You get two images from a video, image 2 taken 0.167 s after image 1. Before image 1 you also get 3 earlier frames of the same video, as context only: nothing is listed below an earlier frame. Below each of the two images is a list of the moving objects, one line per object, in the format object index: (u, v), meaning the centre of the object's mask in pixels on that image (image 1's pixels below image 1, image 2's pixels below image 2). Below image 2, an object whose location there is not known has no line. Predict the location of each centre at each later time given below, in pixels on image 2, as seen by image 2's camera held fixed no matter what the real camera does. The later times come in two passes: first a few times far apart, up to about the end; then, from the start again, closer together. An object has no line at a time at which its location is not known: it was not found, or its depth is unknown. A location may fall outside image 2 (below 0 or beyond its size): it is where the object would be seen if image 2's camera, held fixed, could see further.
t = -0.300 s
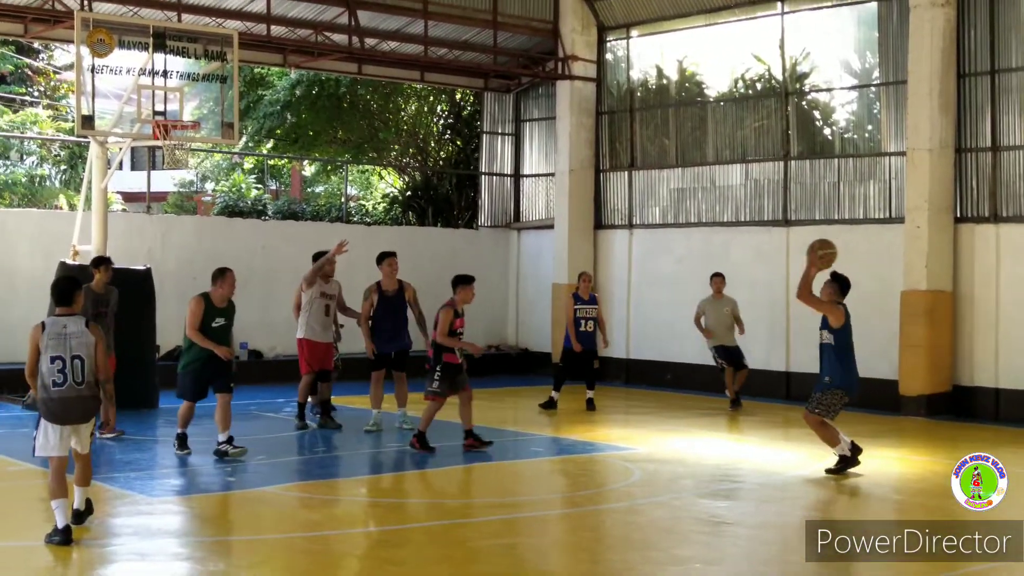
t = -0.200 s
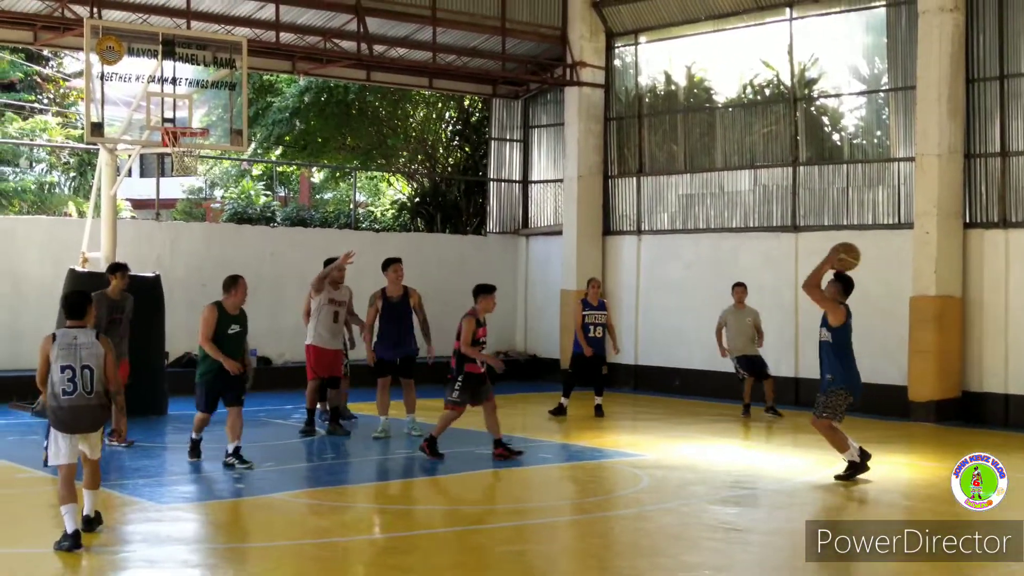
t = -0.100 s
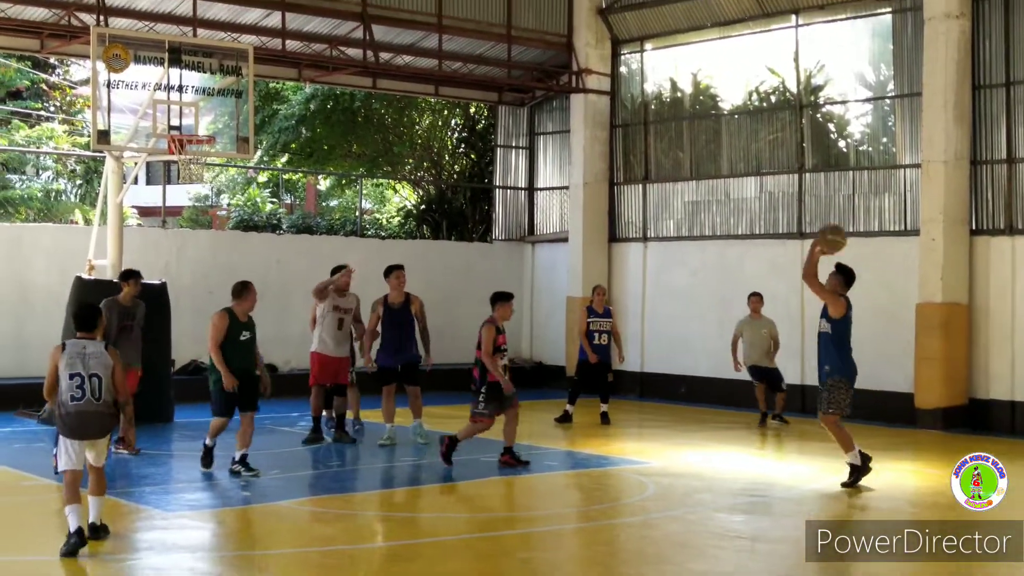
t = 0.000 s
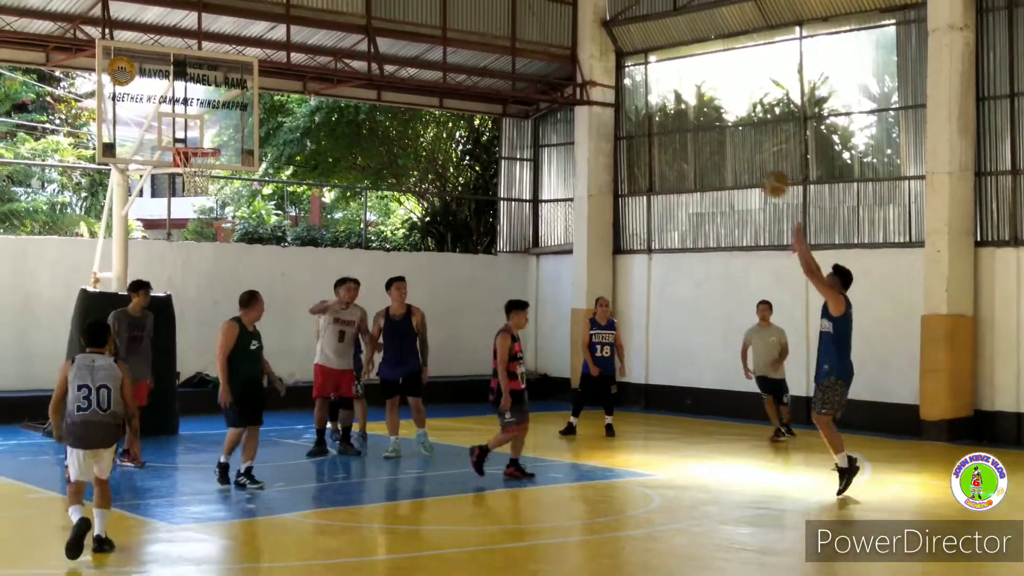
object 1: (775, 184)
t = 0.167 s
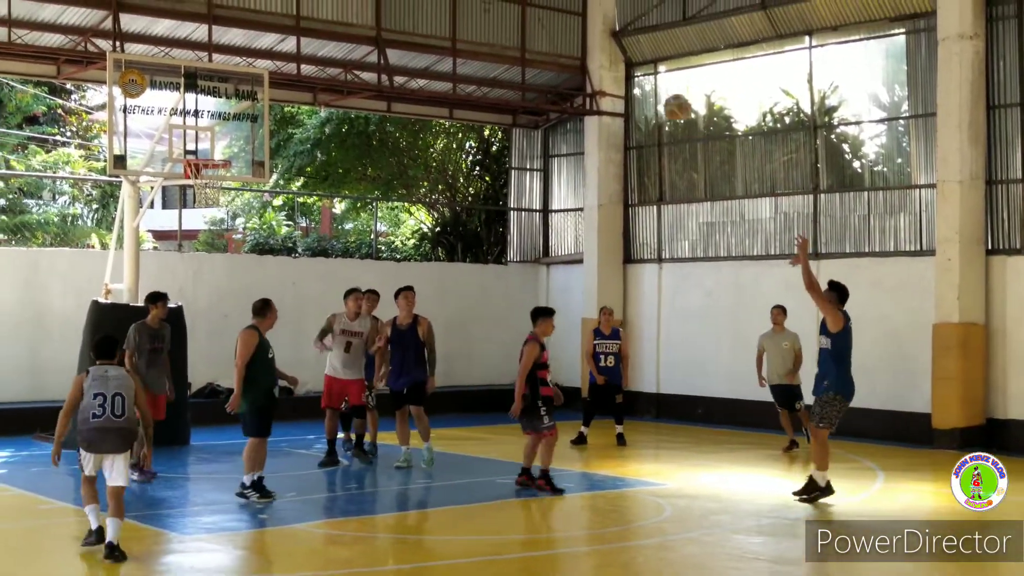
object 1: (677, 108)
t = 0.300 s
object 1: (593, 63)
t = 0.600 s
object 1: (425, 40)
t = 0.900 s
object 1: (275, 106)
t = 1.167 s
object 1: (229, 137)
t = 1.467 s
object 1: (255, 166)
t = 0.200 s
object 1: (654, 94)
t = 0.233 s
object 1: (634, 82)
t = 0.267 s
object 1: (614, 72)
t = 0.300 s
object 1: (593, 63)
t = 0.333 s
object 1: (574, 56)
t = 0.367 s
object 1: (553, 48)
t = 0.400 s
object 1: (534, 45)
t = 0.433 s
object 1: (516, 43)
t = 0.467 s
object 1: (497, 38)
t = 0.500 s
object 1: (480, 37)
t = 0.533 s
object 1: (461, 37)
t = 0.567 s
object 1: (444, 38)
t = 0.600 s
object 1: (425, 40)
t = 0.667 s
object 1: (390, 48)
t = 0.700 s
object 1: (373, 53)
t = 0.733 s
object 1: (356, 60)
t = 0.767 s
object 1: (339, 67)
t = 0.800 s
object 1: (322, 76)
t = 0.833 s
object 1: (305, 86)
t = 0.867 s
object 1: (290, 95)
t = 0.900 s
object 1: (275, 106)
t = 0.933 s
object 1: (258, 120)
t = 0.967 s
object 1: (243, 133)
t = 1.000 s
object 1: (227, 147)
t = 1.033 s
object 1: (219, 153)
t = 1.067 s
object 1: (222, 148)
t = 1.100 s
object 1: (224, 143)
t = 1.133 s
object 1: (226, 139)
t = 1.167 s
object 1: (229, 137)
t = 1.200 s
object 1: (232, 135)
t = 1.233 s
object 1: (235, 135)
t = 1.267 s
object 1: (237, 135)
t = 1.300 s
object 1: (240, 137)
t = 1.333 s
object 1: (243, 140)
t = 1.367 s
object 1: (247, 144)
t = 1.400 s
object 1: (249, 150)
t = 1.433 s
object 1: (253, 157)
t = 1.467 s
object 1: (255, 166)
